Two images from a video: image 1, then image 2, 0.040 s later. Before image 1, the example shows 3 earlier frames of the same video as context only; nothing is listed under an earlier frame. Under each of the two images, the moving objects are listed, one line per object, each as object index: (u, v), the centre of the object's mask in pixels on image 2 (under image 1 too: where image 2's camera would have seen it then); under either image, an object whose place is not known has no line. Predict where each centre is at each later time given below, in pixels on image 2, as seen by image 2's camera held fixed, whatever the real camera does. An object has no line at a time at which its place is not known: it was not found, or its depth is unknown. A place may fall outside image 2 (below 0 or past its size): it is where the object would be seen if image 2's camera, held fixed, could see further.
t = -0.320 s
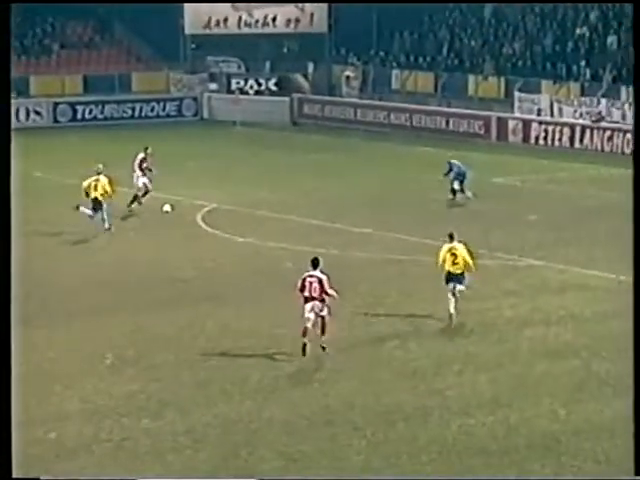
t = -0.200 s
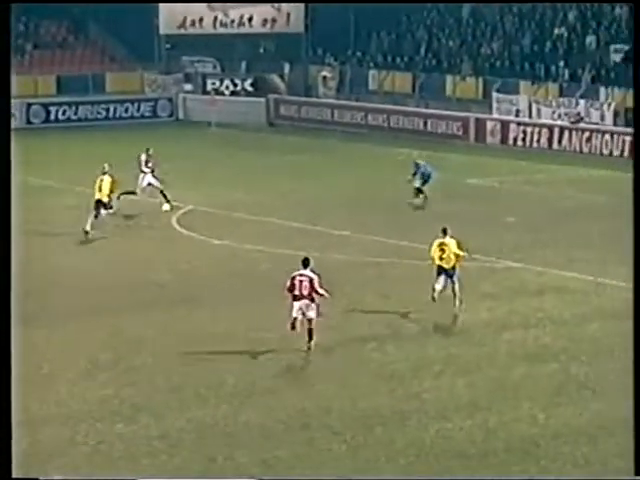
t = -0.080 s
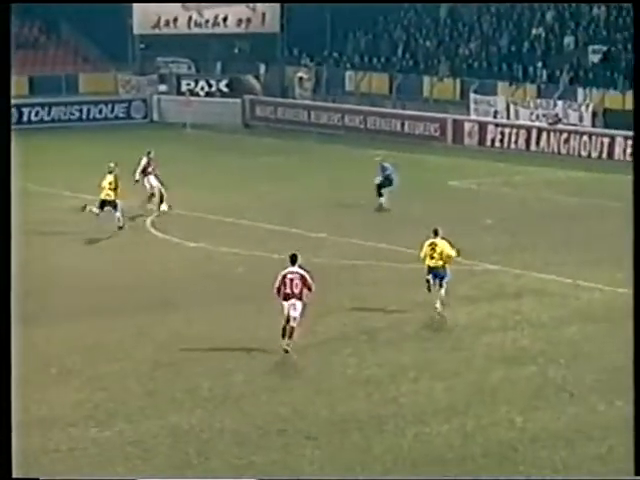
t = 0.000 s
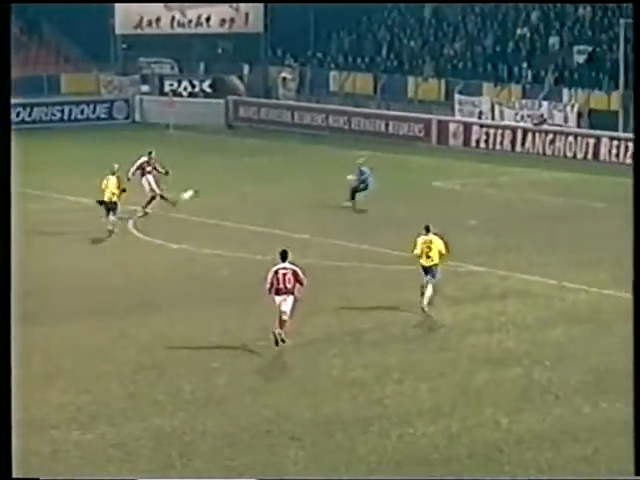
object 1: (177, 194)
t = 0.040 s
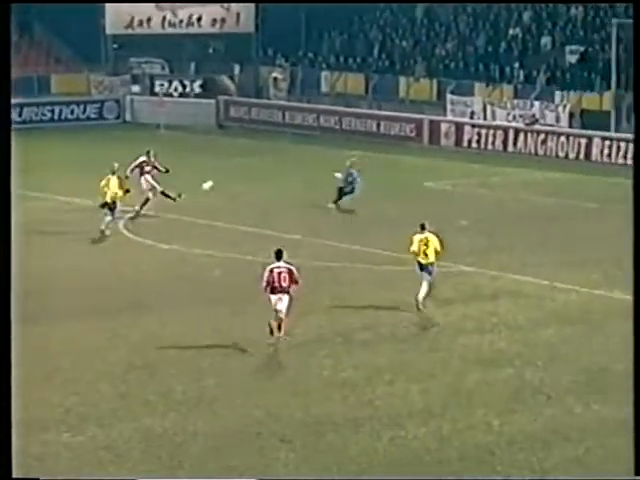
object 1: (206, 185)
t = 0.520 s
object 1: (532, 100)
